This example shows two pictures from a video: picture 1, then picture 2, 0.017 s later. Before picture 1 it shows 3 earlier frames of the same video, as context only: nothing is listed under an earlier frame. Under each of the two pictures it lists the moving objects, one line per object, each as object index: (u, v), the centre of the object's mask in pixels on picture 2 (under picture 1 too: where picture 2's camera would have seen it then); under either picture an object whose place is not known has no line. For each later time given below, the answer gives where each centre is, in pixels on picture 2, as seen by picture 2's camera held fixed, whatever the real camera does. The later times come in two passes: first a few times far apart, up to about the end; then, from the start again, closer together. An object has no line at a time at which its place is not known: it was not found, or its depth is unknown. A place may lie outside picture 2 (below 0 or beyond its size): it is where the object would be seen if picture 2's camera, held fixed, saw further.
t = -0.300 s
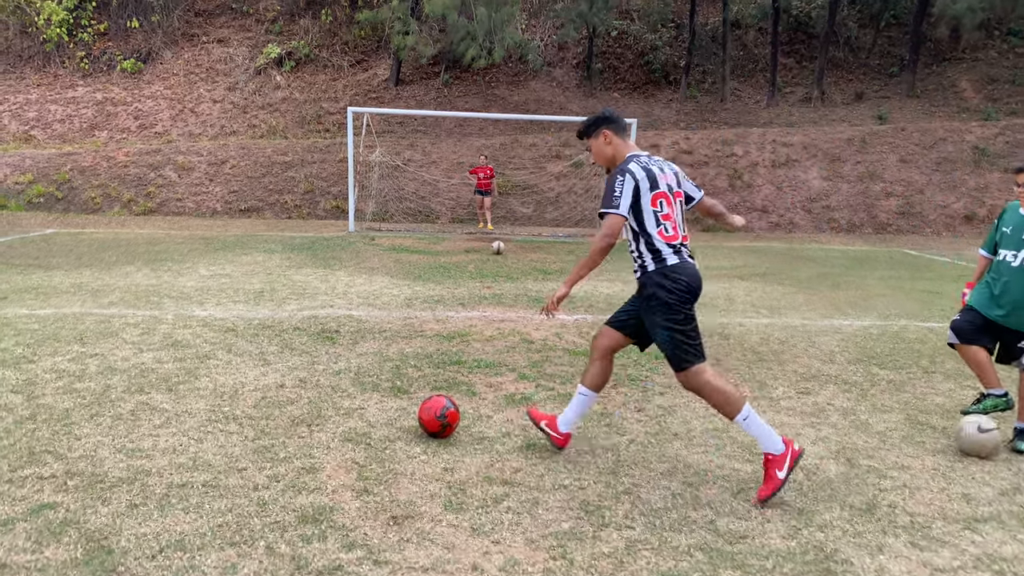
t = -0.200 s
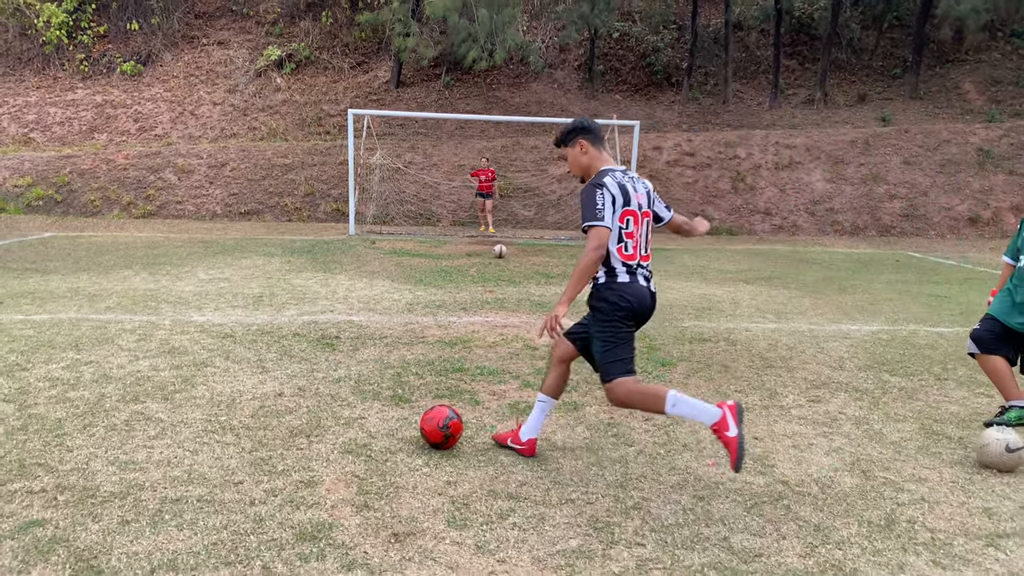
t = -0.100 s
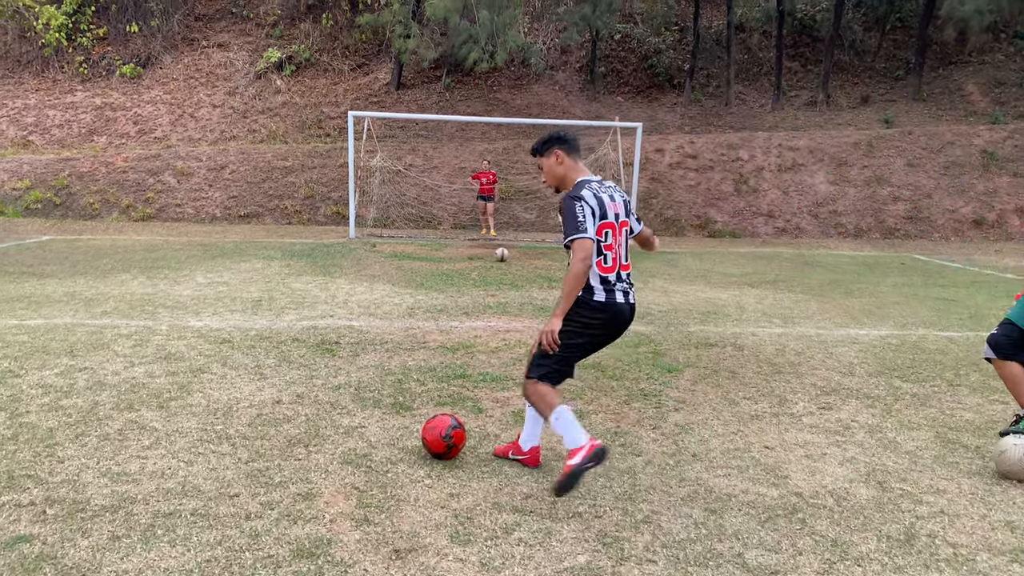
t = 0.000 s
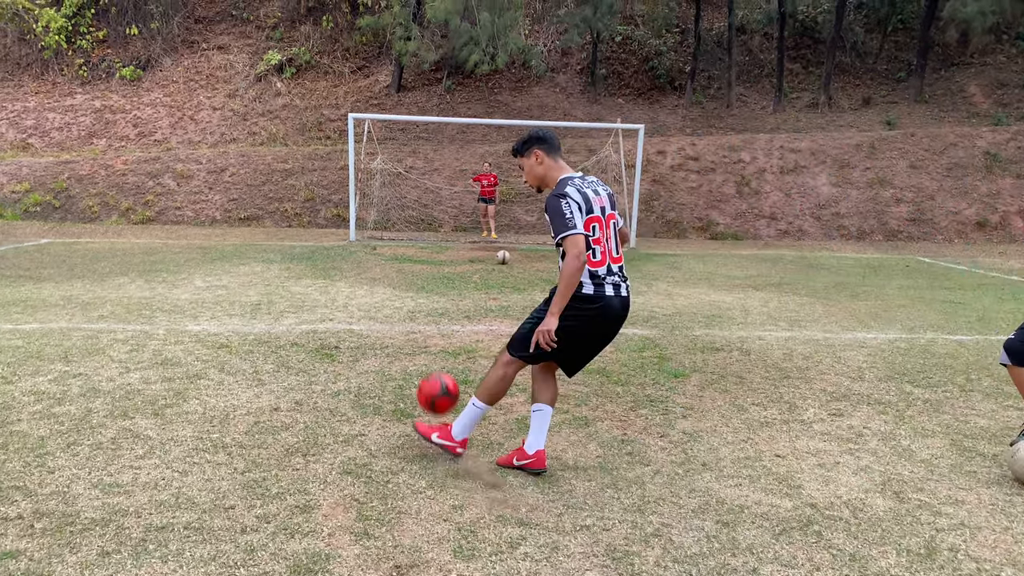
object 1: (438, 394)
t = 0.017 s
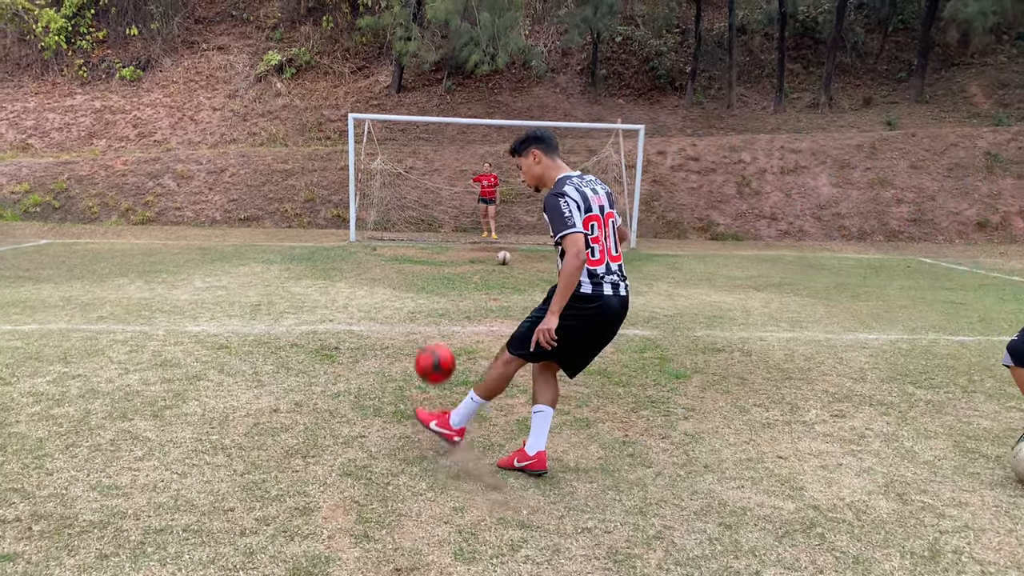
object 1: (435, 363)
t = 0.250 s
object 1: (411, 140)
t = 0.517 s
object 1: (409, 77)
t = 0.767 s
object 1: (415, 81)
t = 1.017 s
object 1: (424, 112)
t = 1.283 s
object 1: (432, 166)
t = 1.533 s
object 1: (436, 209)
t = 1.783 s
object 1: (406, 169)
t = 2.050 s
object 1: (373, 158)
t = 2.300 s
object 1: (338, 176)
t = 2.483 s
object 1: (312, 210)
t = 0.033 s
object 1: (432, 336)
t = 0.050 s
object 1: (429, 312)
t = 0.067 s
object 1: (426, 289)
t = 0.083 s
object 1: (424, 269)
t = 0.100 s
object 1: (421, 250)
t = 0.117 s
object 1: (420, 234)
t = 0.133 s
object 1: (418, 218)
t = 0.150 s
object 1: (417, 204)
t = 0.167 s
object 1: (416, 191)
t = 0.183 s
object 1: (415, 179)
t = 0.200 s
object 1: (414, 168)
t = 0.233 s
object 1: (411, 149)
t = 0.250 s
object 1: (411, 140)
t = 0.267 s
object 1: (410, 133)
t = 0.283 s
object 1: (410, 126)
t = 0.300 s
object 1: (410, 119)
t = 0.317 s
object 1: (409, 113)
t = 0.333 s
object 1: (409, 108)
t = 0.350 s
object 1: (409, 103)
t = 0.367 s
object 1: (408, 99)
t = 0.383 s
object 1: (409, 96)
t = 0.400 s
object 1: (409, 92)
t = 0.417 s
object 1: (408, 89)
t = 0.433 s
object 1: (408, 85)
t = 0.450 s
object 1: (408, 83)
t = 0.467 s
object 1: (409, 81)
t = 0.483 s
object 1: (409, 79)
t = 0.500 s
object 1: (409, 78)
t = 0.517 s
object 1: (409, 77)
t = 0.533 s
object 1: (410, 76)
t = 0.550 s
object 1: (410, 75)
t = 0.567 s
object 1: (410, 75)
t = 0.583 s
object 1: (410, 75)
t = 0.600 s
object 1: (411, 74)
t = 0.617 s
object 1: (411, 73)
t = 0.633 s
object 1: (411, 75)
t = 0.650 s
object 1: (411, 75)
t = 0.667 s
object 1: (412, 75)
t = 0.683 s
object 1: (413, 76)
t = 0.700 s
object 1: (413, 77)
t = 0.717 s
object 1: (413, 77)
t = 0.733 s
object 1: (414, 78)
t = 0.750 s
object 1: (415, 80)
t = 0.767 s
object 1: (415, 81)
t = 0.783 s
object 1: (415, 83)
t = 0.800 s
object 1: (416, 84)
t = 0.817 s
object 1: (417, 85)
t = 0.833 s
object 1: (418, 88)
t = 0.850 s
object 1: (418, 90)
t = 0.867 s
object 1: (419, 93)
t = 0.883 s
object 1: (420, 96)
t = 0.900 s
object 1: (420, 97)
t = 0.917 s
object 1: (420, 98)
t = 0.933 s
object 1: (421, 100)
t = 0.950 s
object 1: (421, 104)
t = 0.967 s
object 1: (422, 106)
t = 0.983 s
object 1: (423, 108)
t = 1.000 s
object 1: (424, 111)
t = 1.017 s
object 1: (424, 112)
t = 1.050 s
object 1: (424, 124)
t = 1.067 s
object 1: (426, 125)
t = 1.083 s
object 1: (425, 127)
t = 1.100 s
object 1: (426, 130)
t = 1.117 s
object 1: (426, 134)
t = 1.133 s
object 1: (427, 137)
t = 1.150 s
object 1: (429, 140)
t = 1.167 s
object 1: (428, 143)
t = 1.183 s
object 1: (429, 146)
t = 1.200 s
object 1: (429, 150)
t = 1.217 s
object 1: (429, 152)
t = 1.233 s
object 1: (431, 156)
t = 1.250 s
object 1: (432, 160)
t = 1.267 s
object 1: (432, 163)
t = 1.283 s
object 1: (432, 166)
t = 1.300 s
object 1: (433, 170)
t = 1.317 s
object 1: (434, 174)
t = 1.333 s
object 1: (434, 178)
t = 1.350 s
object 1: (435, 179)
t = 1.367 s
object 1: (435, 184)
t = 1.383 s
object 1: (436, 187)
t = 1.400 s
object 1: (436, 193)
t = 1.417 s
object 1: (437, 196)
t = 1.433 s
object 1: (437, 200)
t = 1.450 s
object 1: (438, 203)
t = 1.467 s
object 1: (438, 207)
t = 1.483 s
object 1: (439, 211)
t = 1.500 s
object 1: (440, 214)
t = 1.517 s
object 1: (440, 213)
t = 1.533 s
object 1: (436, 209)
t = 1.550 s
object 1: (435, 207)
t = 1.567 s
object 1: (433, 202)
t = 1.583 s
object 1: (432, 201)
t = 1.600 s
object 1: (429, 197)
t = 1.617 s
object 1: (427, 194)
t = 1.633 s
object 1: (426, 191)
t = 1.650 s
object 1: (424, 188)
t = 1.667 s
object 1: (422, 186)
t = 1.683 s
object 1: (420, 185)
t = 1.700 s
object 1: (417, 182)
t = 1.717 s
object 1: (414, 179)
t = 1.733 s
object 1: (413, 179)
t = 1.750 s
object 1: (411, 177)
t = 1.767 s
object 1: (410, 176)
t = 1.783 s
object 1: (406, 169)
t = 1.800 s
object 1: (405, 168)
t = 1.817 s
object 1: (404, 168)
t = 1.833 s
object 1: (402, 168)
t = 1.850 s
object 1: (400, 166)
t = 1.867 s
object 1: (398, 166)
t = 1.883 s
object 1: (396, 162)
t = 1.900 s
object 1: (395, 162)
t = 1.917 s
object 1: (391, 160)
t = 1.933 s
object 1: (391, 160)
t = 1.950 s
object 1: (387, 159)
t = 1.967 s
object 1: (385, 159)
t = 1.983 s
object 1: (382, 158)
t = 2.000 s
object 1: (379, 158)
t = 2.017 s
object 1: (377, 158)
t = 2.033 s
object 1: (375, 158)
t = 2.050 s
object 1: (373, 158)
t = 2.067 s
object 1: (371, 158)
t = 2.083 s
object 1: (369, 159)
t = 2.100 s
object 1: (368, 160)
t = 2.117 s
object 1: (369, 160)
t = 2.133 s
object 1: (360, 162)
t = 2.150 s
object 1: (358, 163)
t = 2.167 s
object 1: (358, 164)
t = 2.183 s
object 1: (357, 164)
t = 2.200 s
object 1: (357, 164)
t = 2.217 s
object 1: (347, 167)
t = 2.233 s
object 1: (346, 169)
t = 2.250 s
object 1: (344, 170)
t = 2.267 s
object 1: (343, 172)
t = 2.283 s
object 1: (342, 174)
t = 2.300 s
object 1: (338, 176)
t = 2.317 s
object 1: (336, 179)
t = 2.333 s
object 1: (334, 181)
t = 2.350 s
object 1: (331, 184)
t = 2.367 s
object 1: (329, 187)
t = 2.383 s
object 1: (327, 188)
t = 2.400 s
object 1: (323, 192)
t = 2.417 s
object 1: (322, 196)
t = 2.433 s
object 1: (319, 199)
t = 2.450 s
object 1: (316, 203)
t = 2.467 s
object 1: (315, 206)
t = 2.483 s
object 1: (312, 210)
